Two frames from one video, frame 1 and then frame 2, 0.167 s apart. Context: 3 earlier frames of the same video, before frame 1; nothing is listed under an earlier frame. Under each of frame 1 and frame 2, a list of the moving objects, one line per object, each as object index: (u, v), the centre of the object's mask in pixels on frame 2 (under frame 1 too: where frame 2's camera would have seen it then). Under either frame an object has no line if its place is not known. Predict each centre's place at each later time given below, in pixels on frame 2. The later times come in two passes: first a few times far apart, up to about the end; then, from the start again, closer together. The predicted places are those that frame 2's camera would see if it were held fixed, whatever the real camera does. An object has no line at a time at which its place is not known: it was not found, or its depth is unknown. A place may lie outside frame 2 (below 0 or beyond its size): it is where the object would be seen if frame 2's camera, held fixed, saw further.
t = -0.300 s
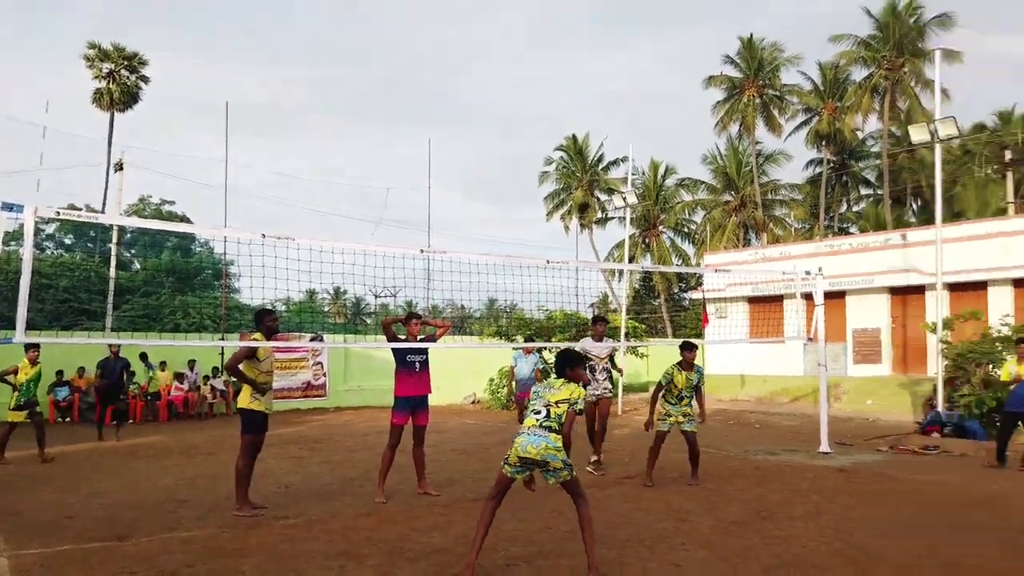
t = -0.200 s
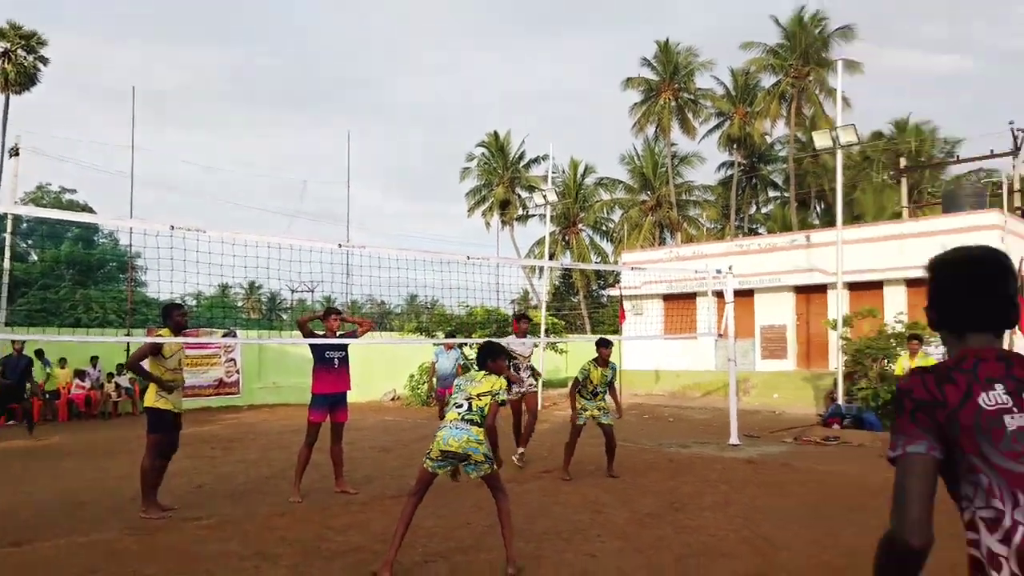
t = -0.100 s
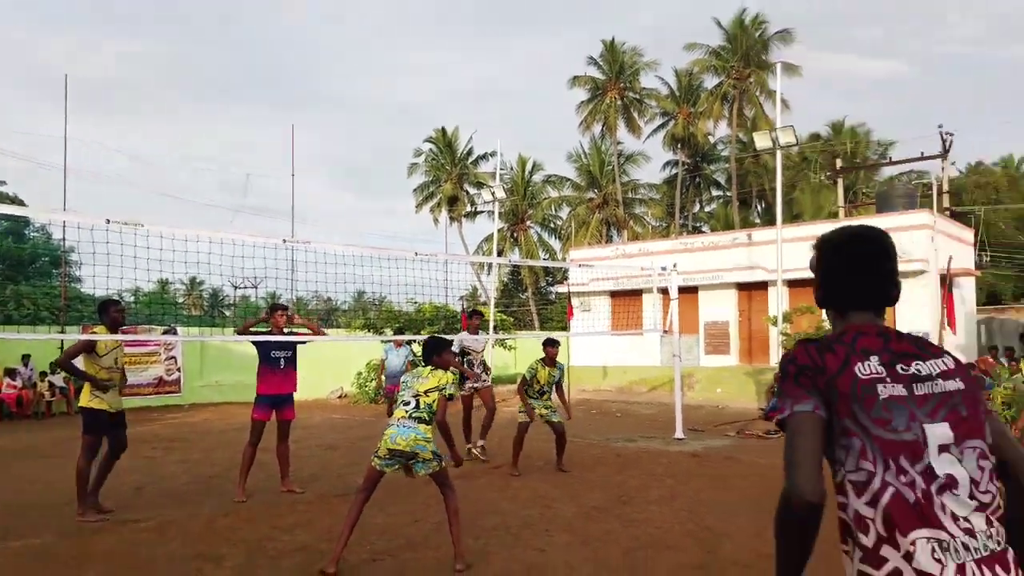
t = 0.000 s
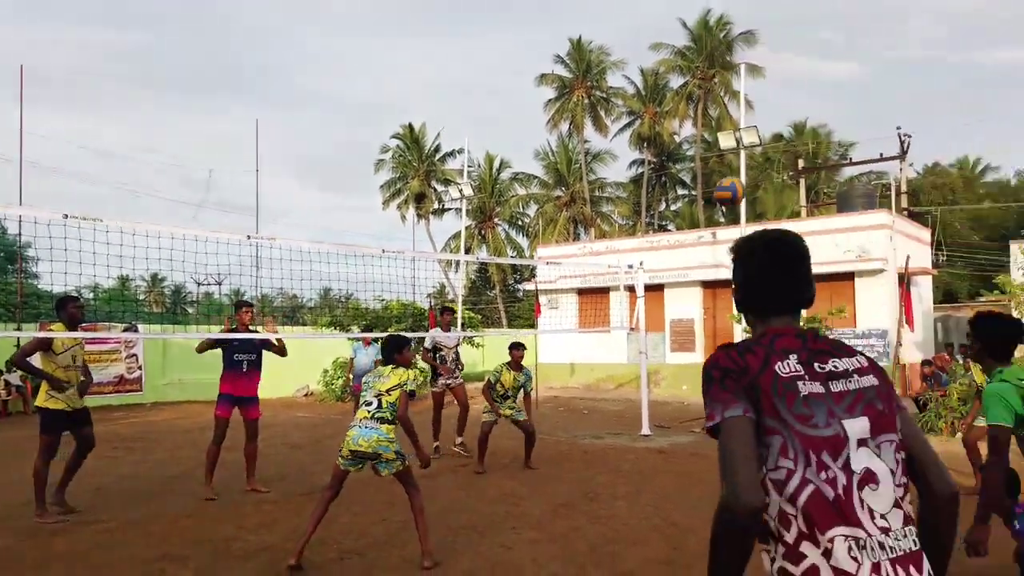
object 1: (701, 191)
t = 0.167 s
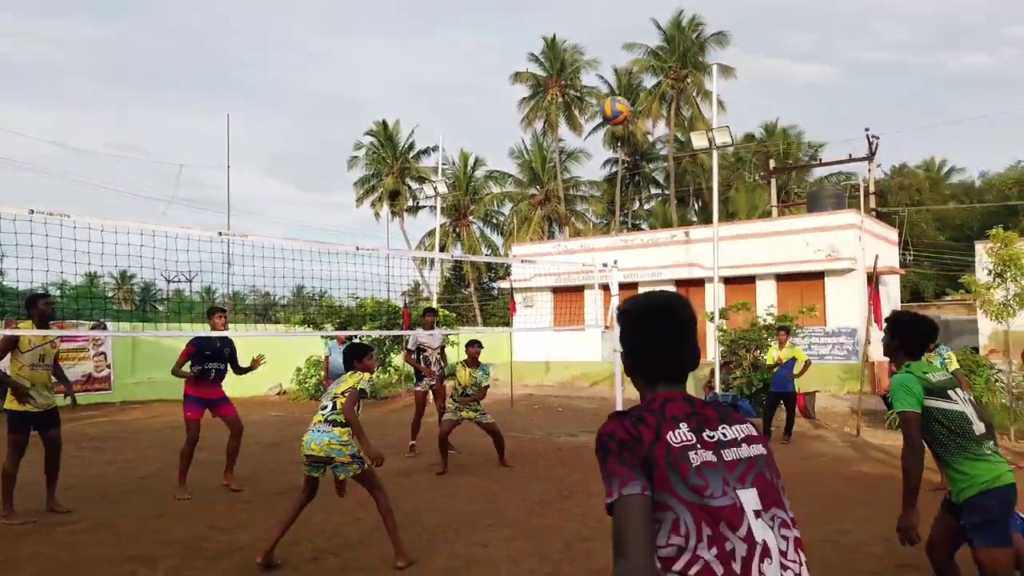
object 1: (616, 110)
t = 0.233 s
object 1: (585, 89)
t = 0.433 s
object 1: (494, 61)
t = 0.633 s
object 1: (411, 81)
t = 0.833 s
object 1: (331, 149)
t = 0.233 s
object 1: (585, 89)
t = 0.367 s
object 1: (523, 64)
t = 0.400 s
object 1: (509, 62)
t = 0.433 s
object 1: (494, 61)
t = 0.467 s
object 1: (480, 61)
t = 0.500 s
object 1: (466, 62)
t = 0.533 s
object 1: (452, 65)
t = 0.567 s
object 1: (438, 70)
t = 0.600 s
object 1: (424, 75)
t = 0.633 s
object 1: (411, 81)
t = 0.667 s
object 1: (397, 89)
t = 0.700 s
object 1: (383, 99)
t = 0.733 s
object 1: (370, 109)
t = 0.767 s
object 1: (357, 121)
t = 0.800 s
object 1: (344, 134)
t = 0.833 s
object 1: (331, 149)
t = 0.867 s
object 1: (318, 164)
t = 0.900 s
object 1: (305, 180)
